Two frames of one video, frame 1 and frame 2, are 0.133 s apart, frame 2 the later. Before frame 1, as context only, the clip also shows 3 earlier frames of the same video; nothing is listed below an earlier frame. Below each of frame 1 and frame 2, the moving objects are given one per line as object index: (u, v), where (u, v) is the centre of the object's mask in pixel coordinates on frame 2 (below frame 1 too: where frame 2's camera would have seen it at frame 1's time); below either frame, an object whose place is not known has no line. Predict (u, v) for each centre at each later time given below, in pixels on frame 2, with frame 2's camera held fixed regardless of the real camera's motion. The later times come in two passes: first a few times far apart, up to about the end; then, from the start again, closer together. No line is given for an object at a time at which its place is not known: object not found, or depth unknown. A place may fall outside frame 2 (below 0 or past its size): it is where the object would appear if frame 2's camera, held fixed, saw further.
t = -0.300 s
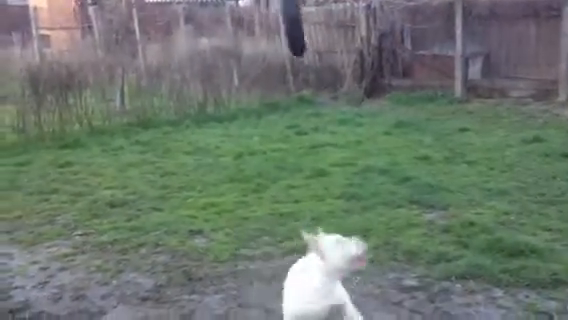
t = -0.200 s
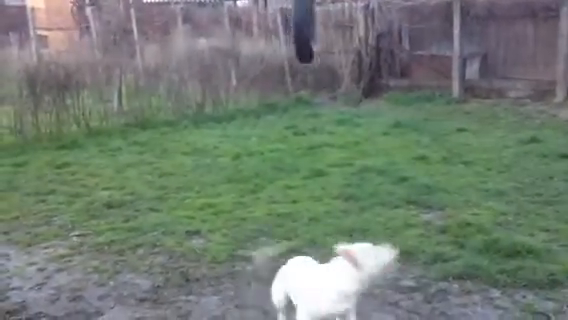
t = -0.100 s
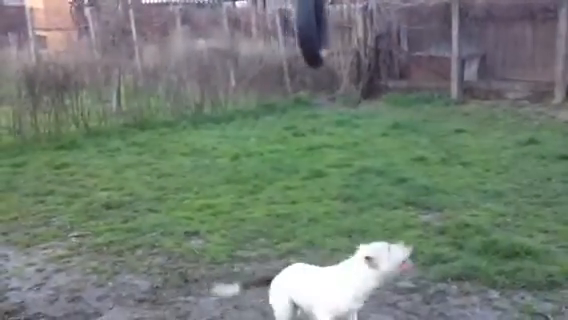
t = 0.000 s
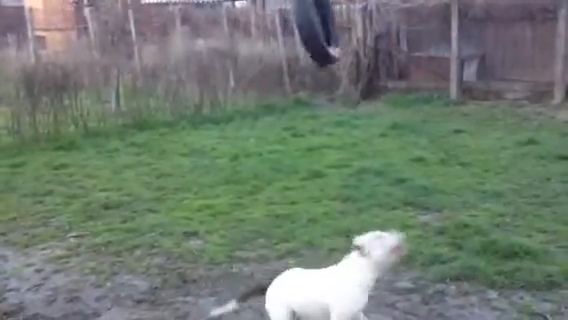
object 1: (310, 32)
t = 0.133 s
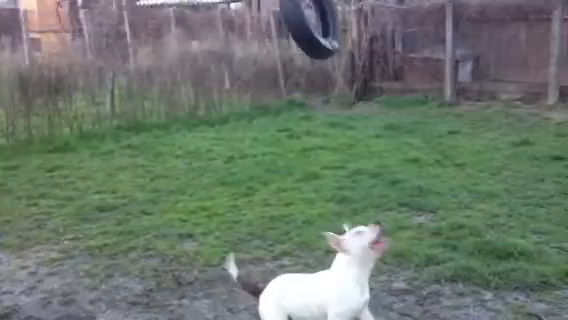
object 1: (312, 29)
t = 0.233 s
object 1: (307, 28)
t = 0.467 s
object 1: (265, 19)
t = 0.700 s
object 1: (215, 35)
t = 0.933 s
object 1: (191, 53)
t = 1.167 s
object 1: (191, 37)
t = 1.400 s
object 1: (203, 25)
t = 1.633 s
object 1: (236, 17)
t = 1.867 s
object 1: (267, 20)
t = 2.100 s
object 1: (286, 33)
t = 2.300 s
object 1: (304, 31)
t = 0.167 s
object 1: (308, 29)
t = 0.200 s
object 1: (306, 27)
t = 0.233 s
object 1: (307, 28)
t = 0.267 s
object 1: (308, 28)
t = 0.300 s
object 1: (296, 22)
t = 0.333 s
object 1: (291, 22)
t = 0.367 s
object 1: (286, 20)
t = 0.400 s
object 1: (280, 20)
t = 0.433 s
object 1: (274, 19)
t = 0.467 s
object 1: (265, 19)
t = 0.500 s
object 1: (258, 19)
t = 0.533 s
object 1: (251, 20)
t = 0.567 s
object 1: (243, 21)
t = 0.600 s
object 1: (234, 23)
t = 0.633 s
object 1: (225, 26)
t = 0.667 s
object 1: (219, 30)
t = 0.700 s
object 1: (215, 35)
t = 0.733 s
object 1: (208, 39)
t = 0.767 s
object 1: (204, 42)
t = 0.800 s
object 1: (197, 46)
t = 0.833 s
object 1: (194, 49)
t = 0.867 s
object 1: (191, 52)
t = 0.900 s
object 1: (186, 54)
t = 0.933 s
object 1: (191, 53)
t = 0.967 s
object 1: (192, 53)
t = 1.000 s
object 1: (190, 53)
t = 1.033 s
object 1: (169, 46)
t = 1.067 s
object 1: (172, 44)
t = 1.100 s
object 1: (175, 43)
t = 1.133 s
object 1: (192, 41)
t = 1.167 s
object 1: (191, 37)
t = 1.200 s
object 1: (192, 34)
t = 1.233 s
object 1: (193, 32)
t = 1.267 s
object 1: (195, 32)
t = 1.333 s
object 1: (199, 29)
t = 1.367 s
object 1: (201, 27)
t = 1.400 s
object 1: (203, 25)
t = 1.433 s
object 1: (207, 24)
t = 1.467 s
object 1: (210, 23)
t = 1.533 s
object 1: (221, 21)
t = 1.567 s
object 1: (225, 19)
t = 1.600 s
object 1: (230, 18)
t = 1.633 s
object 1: (236, 17)
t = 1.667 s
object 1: (238, 16)
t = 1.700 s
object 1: (243, 15)
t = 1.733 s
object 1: (247, 15)
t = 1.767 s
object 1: (252, 16)
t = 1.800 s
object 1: (257, 16)
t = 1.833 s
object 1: (262, 17)
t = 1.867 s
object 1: (267, 20)
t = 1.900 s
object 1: (271, 21)
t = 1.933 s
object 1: (275, 23)
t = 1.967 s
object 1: (278, 25)
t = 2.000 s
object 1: (282, 29)
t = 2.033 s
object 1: (284, 32)
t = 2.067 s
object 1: (286, 32)
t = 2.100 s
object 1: (286, 33)
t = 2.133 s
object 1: (290, 36)
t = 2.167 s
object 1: (304, 31)
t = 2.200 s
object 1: (294, 34)
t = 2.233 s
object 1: (297, 34)
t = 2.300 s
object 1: (304, 31)
